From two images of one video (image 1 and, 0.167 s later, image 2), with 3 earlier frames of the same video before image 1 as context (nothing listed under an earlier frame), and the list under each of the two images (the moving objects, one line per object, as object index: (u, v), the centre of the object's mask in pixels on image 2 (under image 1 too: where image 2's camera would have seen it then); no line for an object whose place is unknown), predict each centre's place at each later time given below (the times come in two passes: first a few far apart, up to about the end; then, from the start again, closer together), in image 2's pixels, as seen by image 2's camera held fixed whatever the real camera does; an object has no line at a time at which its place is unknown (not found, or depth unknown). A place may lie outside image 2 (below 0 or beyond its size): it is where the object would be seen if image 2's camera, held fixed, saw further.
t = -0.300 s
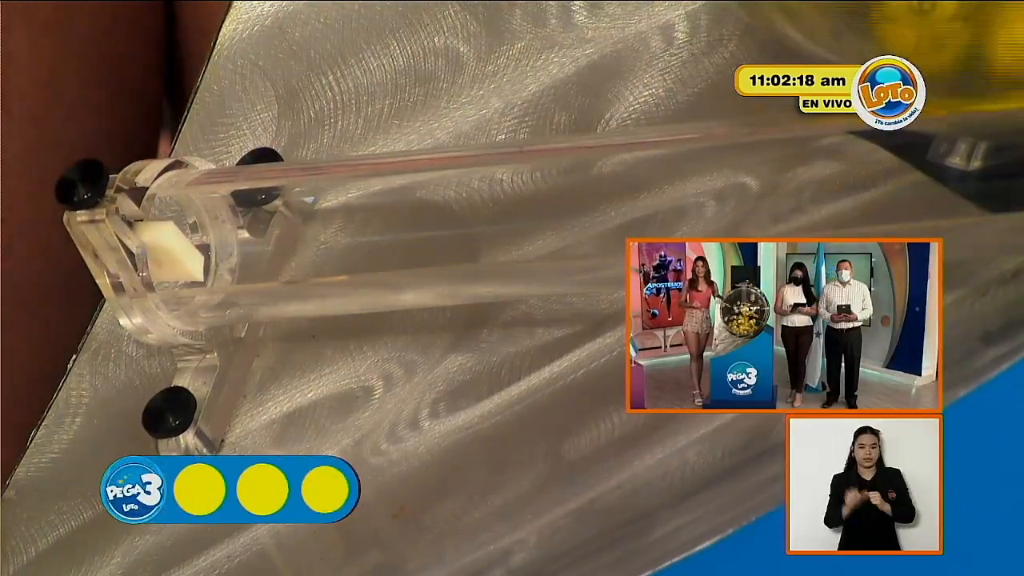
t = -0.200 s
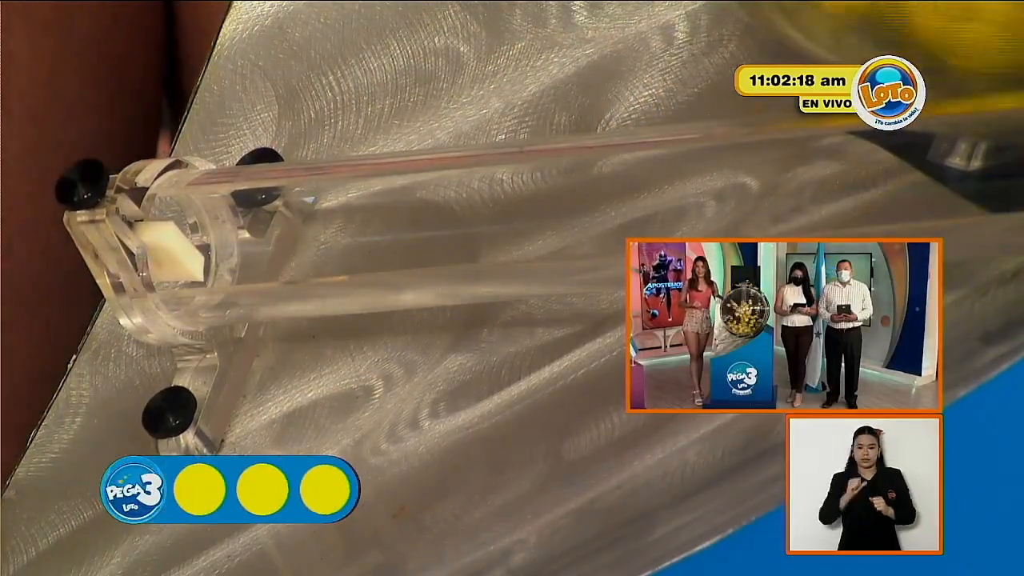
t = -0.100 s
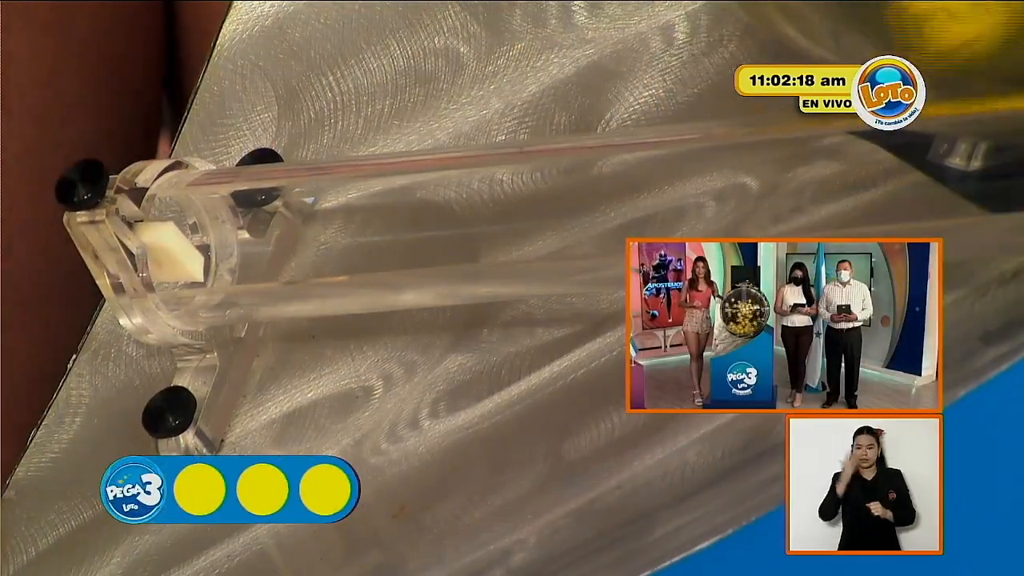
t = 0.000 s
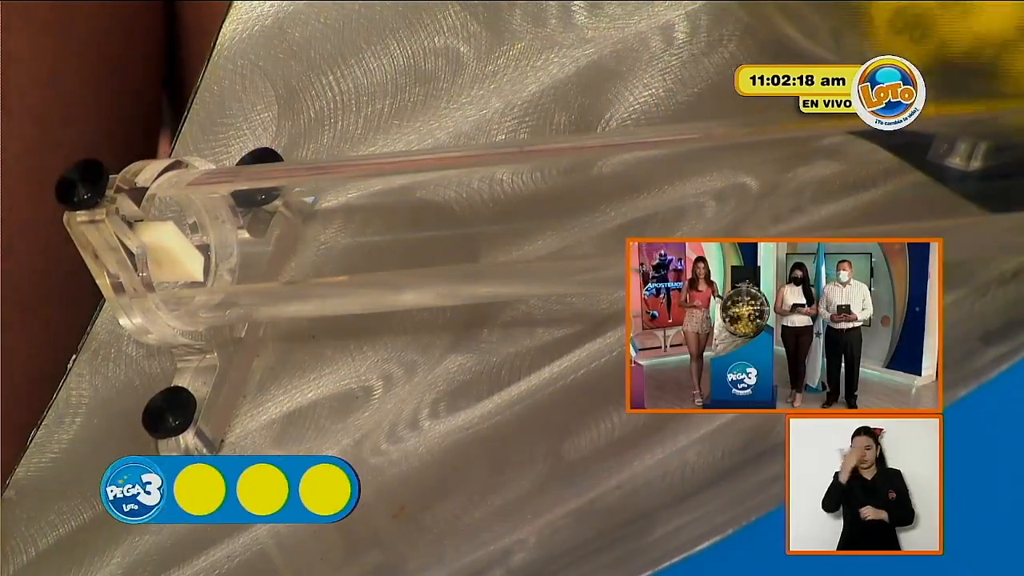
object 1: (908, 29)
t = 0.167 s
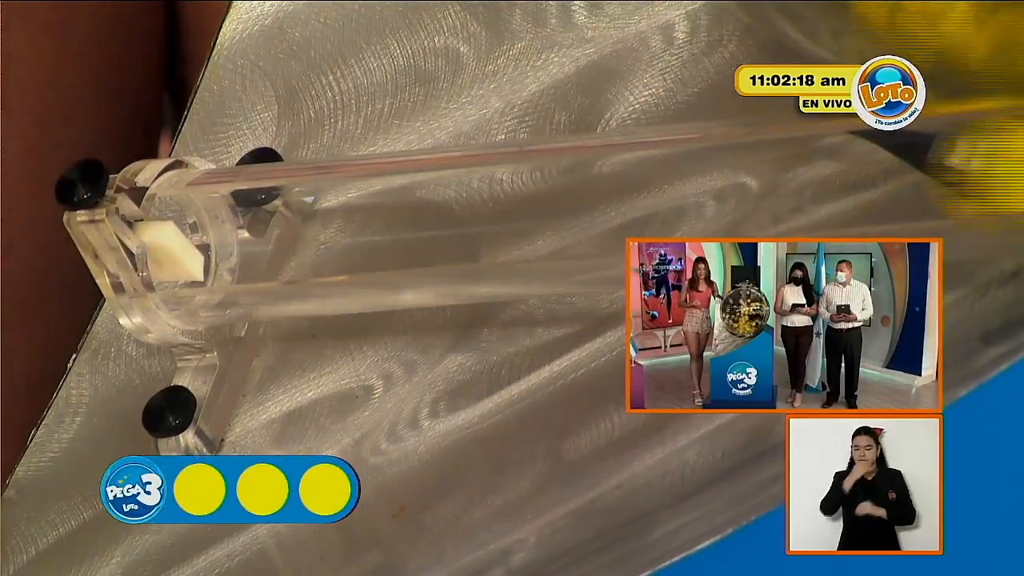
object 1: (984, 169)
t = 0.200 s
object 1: (915, 176)
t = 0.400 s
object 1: (287, 237)
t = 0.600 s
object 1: (274, 238)
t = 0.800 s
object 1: (261, 240)
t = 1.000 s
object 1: (261, 240)
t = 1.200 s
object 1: (261, 241)
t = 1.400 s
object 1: (261, 240)
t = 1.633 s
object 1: (261, 240)
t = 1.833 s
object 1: (261, 240)
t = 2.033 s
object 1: (261, 240)
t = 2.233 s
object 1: (261, 240)
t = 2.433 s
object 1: (261, 240)
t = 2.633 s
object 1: (261, 240)
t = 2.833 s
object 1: (261, 240)
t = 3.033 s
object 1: (261, 240)
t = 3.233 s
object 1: (261, 240)
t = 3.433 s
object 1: (261, 240)
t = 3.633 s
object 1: (261, 240)
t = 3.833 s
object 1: (261, 240)
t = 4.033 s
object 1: (261, 240)
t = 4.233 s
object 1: (261, 240)
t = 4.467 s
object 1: (261, 240)
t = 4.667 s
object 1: (261, 240)
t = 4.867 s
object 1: (261, 240)
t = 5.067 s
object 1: (262, 239)
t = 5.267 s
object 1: (259, 239)
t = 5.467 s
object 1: (254, 240)
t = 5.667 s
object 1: (254, 240)
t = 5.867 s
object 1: (254, 240)
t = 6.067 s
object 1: (254, 240)
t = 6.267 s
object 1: (254, 240)
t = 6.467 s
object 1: (254, 240)
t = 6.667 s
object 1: (254, 240)
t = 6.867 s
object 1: (253, 240)
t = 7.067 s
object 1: (254, 240)
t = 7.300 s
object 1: (253, 240)
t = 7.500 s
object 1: (254, 240)
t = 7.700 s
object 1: (253, 240)
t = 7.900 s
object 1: (253, 240)
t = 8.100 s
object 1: (253, 240)
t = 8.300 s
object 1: (253, 240)
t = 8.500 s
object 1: (253, 240)
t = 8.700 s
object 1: (253, 240)
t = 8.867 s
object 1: (253, 240)
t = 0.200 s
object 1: (915, 176)
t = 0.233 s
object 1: (783, 191)
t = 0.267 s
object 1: (652, 203)
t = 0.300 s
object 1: (525, 221)
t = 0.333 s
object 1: (406, 234)
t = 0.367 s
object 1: (272, 239)
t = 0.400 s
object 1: (287, 237)
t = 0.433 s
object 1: (301, 233)
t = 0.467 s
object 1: (311, 234)
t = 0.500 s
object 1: (307, 234)
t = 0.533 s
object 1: (303, 235)
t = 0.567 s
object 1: (289, 237)
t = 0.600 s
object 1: (274, 238)
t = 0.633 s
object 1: (265, 238)
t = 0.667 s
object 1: (263, 239)
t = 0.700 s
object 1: (262, 239)
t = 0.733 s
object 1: (262, 240)
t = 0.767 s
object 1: (261, 240)
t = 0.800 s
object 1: (261, 240)
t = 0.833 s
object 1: (261, 240)
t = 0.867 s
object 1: (261, 240)
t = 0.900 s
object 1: (261, 241)
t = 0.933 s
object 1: (261, 240)
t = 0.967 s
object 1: (261, 240)
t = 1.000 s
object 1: (261, 240)
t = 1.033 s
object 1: (261, 240)
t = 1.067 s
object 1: (261, 240)
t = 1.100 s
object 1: (261, 241)
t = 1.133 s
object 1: (261, 240)
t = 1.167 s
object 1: (261, 240)
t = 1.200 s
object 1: (261, 241)
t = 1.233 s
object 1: (261, 240)
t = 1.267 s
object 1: (261, 241)
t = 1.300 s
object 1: (261, 241)
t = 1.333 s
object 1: (261, 240)
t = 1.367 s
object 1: (261, 240)
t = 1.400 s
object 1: (261, 240)
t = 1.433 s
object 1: (261, 240)
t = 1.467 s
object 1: (261, 241)
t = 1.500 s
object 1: (261, 240)
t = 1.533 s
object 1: (261, 241)
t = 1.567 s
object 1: (261, 240)
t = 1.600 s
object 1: (261, 240)
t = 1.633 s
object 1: (261, 240)
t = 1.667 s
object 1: (261, 240)
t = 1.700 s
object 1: (261, 240)
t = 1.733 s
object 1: (261, 240)
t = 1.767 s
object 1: (261, 240)
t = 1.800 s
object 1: (261, 240)
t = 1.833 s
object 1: (261, 240)
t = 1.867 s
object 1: (261, 241)
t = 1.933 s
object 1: (261, 240)
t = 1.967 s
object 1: (261, 241)
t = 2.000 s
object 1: (261, 240)
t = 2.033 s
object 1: (261, 240)
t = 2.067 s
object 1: (261, 240)
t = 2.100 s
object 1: (261, 240)
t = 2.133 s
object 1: (261, 240)
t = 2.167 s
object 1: (261, 240)
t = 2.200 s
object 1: (261, 240)
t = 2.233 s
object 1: (261, 240)
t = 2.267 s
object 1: (261, 240)
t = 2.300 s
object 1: (261, 240)
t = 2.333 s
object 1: (261, 240)
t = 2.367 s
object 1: (261, 240)
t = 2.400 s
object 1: (261, 240)
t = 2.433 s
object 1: (261, 240)
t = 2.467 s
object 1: (261, 240)
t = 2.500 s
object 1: (261, 240)
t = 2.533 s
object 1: (261, 240)
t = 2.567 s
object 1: (261, 240)
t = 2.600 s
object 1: (261, 240)
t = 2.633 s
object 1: (261, 240)
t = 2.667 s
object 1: (261, 241)
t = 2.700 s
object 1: (261, 240)
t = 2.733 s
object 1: (261, 240)
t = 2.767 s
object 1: (261, 240)
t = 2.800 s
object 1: (261, 240)
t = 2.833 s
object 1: (261, 240)
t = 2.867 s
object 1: (261, 240)
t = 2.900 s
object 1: (261, 240)
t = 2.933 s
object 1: (261, 240)
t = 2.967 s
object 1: (261, 240)
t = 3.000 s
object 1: (261, 240)
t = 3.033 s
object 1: (261, 240)
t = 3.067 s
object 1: (261, 240)
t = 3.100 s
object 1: (261, 240)
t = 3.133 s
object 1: (261, 240)
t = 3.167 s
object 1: (261, 240)
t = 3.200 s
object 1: (261, 240)
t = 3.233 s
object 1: (261, 240)
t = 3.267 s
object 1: (261, 241)
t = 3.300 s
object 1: (261, 241)
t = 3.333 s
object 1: (261, 240)
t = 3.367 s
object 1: (261, 240)
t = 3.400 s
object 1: (261, 240)
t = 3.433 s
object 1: (261, 240)
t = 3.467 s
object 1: (261, 240)
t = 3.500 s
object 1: (261, 240)
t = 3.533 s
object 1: (261, 240)
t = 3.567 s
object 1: (261, 240)
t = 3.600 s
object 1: (261, 240)
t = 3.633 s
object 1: (261, 240)
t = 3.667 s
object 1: (261, 240)
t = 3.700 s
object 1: (261, 240)
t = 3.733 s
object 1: (261, 240)
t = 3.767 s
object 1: (261, 240)
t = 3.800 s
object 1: (261, 240)
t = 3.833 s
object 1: (261, 240)
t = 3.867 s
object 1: (261, 240)
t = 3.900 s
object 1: (261, 241)
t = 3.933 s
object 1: (261, 240)
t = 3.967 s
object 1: (261, 240)
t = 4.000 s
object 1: (261, 240)
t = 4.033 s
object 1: (261, 240)
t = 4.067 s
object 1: (261, 240)
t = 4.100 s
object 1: (261, 240)
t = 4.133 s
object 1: (261, 240)
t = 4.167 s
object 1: (261, 240)
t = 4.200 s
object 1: (261, 240)
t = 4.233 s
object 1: (261, 240)
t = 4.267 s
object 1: (261, 240)
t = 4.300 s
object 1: (261, 240)
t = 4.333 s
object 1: (261, 240)
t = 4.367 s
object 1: (261, 240)
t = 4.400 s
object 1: (261, 240)
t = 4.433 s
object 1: (261, 240)
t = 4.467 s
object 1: (261, 240)
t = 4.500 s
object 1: (261, 240)
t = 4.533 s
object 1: (261, 240)
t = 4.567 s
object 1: (261, 240)
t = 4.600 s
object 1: (261, 240)
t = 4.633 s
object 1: (261, 240)
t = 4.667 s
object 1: (261, 240)
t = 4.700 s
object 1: (261, 240)
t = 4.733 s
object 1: (261, 240)
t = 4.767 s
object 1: (261, 240)
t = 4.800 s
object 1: (261, 240)
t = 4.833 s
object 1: (261, 240)
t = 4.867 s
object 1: (261, 240)
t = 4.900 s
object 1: (270, 237)
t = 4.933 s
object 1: (275, 237)
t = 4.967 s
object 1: (272, 237)
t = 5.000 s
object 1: (262, 237)
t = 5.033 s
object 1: (262, 238)
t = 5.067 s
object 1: (262, 239)
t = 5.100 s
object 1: (262, 239)
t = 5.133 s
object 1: (262, 240)
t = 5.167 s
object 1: (262, 240)
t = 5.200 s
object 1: (262, 239)
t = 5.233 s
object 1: (257, 240)
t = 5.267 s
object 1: (259, 239)
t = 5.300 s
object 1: (259, 239)
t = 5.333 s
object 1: (255, 239)
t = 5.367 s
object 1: (254, 239)
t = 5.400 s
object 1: (254, 239)
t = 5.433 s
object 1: (254, 240)
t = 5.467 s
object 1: (254, 240)
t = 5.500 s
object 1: (253, 240)
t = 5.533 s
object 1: (254, 240)
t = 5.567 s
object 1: (254, 239)
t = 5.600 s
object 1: (254, 240)
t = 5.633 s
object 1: (254, 240)
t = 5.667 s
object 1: (254, 240)
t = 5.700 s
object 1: (254, 240)
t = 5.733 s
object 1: (254, 240)
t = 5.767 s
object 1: (254, 240)
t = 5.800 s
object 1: (254, 240)
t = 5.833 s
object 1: (254, 240)
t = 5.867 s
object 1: (254, 240)
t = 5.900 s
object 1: (254, 240)
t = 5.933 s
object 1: (254, 247)
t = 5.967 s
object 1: (254, 240)
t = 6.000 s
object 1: (254, 240)
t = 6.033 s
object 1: (254, 240)
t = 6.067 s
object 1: (254, 240)
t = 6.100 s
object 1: (254, 247)
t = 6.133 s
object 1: (253, 240)
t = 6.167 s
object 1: (254, 240)
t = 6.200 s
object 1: (254, 240)
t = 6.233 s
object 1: (254, 240)
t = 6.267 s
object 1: (254, 240)
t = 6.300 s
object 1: (254, 247)
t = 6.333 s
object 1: (253, 240)
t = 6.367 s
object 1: (254, 240)
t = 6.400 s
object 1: (253, 240)
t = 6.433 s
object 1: (254, 247)
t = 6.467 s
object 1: (254, 240)
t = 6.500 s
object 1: (254, 240)
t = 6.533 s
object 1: (253, 240)
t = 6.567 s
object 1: (253, 240)
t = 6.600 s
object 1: (254, 240)
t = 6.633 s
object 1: (254, 240)
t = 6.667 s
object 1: (254, 240)
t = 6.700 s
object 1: (254, 240)
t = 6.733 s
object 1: (253, 240)
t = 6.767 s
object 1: (254, 240)
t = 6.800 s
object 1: (254, 240)
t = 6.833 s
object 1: (254, 240)
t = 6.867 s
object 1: (253, 240)
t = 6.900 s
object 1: (254, 240)
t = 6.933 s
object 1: (254, 240)
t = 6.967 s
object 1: (253, 240)
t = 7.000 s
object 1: (254, 240)
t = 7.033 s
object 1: (254, 240)
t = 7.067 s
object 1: (254, 240)
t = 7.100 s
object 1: (253, 240)
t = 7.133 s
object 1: (253, 240)
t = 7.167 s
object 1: (253, 240)
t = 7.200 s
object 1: (253, 240)
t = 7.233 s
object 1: (253, 240)
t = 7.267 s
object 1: (253, 240)
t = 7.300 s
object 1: (253, 240)
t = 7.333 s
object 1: (253, 240)
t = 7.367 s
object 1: (253, 240)
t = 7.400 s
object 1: (253, 240)
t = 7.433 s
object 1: (253, 240)
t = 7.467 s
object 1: (253, 240)
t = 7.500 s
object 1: (254, 240)
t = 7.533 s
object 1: (253, 240)
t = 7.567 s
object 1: (253, 240)
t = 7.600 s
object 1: (253, 240)
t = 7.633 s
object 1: (253, 240)
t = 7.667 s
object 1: (253, 240)
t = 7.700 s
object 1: (253, 240)
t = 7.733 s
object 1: (253, 240)
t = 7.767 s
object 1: (253, 240)
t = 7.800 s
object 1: (253, 240)
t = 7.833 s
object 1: (253, 240)
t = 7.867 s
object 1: (253, 240)
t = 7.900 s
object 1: (253, 240)
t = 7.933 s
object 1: (253, 240)
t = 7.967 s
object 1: (253, 240)
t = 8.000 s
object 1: (253, 240)
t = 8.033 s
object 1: (253, 240)
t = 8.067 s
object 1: (253, 240)
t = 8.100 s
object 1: (253, 240)
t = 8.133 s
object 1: (253, 240)
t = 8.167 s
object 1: (253, 240)
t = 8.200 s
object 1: (253, 240)
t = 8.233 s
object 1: (253, 240)
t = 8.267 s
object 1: (253, 240)
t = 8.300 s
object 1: (253, 240)
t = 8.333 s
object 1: (253, 240)
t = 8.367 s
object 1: (253, 240)
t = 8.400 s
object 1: (253, 240)
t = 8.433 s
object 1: (253, 240)
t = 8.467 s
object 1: (253, 240)
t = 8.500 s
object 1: (253, 240)
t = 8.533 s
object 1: (253, 240)
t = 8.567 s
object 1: (253, 240)
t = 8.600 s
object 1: (253, 240)
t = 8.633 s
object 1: (254, 240)
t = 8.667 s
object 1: (253, 240)
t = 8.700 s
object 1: (253, 240)
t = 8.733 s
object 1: (253, 240)
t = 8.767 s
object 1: (253, 240)
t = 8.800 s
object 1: (253, 240)
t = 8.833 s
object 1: (253, 240)
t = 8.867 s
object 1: (253, 240)
